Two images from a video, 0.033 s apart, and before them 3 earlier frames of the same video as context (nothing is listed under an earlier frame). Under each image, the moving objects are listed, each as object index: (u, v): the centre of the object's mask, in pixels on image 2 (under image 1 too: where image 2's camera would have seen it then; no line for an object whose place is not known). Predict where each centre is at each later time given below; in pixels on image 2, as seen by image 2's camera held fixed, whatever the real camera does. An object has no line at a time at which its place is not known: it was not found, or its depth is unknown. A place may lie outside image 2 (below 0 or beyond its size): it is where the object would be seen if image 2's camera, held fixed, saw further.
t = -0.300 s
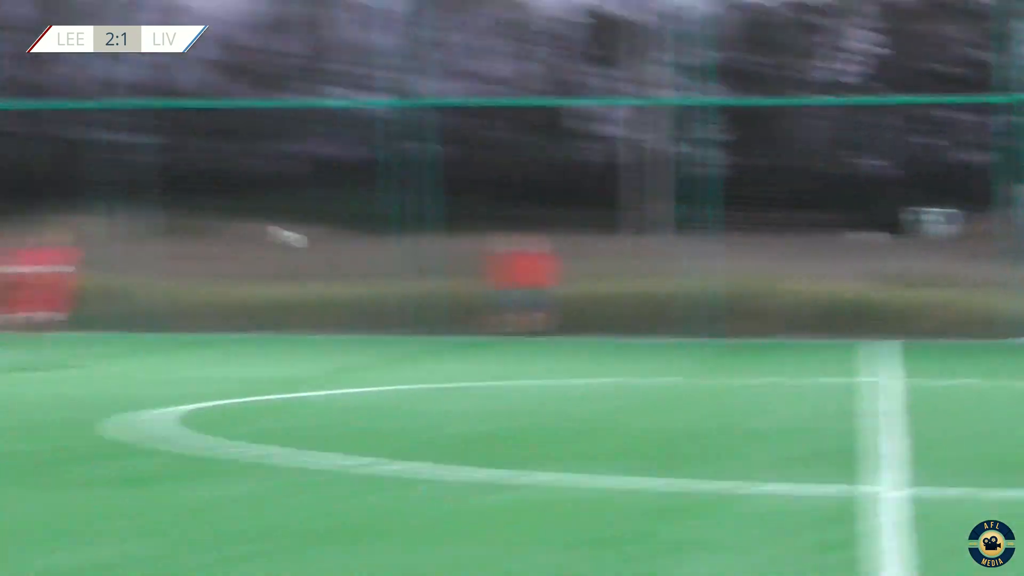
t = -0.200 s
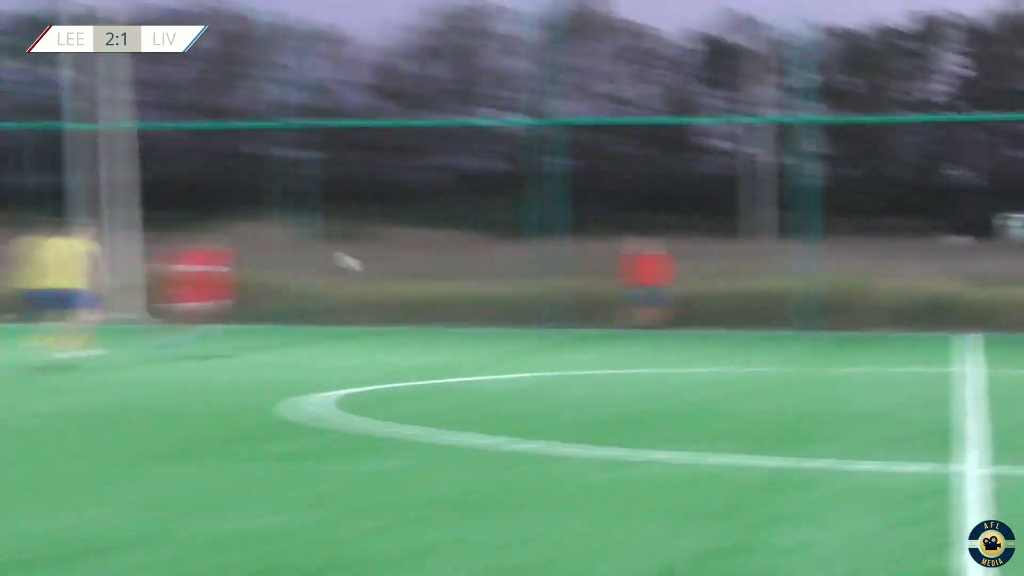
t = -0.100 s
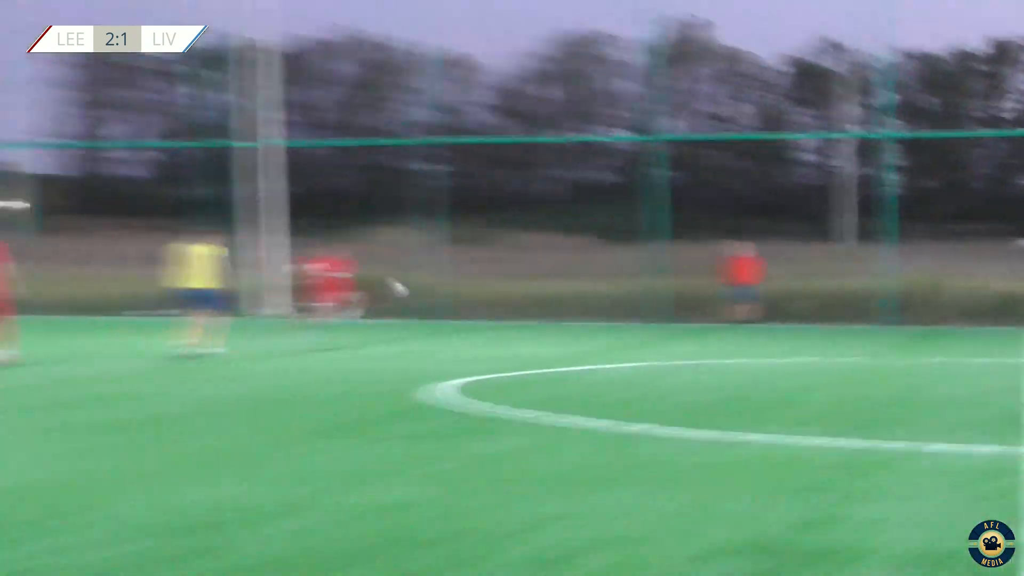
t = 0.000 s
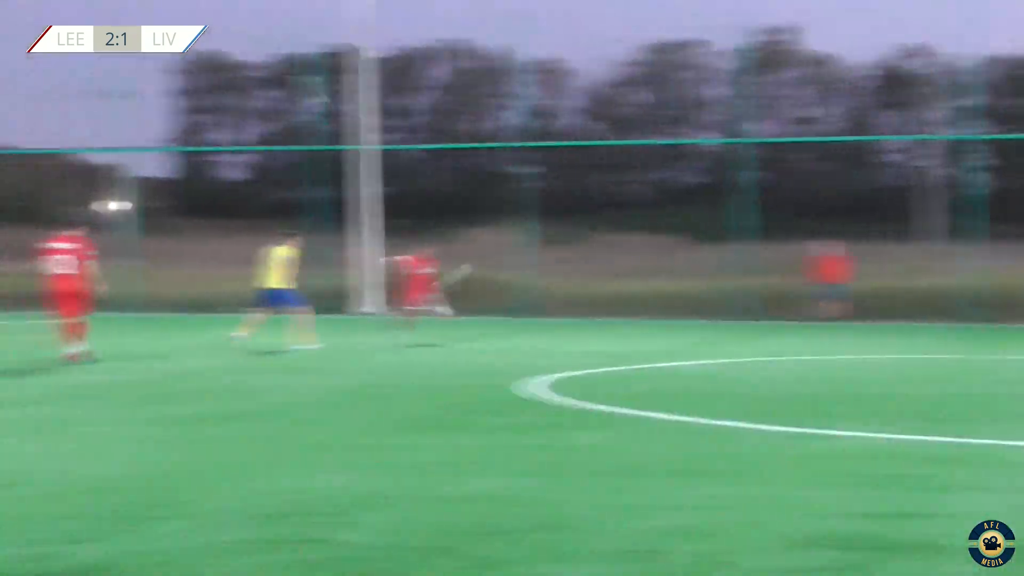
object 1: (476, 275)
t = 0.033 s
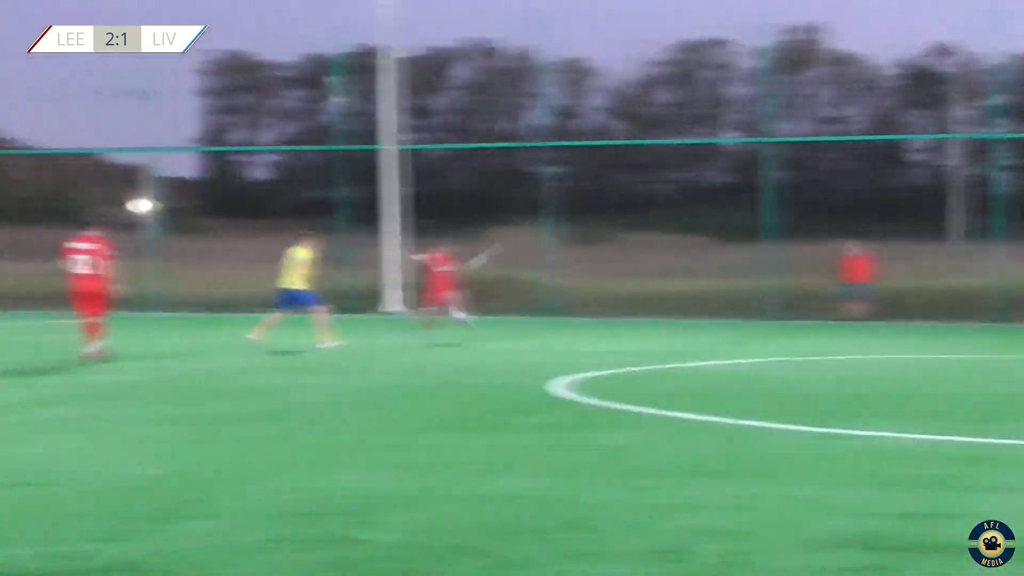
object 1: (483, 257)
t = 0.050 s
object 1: (481, 251)
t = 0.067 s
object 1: (482, 242)
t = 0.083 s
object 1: (482, 232)
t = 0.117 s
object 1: (489, 219)
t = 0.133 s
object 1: (490, 211)
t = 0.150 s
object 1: (487, 205)
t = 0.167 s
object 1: (488, 197)
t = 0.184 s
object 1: (487, 191)
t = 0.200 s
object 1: (487, 185)
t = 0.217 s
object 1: (491, 177)
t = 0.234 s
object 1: (496, 169)
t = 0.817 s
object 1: (514, 57)
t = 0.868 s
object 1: (515, 59)
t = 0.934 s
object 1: (516, 62)
